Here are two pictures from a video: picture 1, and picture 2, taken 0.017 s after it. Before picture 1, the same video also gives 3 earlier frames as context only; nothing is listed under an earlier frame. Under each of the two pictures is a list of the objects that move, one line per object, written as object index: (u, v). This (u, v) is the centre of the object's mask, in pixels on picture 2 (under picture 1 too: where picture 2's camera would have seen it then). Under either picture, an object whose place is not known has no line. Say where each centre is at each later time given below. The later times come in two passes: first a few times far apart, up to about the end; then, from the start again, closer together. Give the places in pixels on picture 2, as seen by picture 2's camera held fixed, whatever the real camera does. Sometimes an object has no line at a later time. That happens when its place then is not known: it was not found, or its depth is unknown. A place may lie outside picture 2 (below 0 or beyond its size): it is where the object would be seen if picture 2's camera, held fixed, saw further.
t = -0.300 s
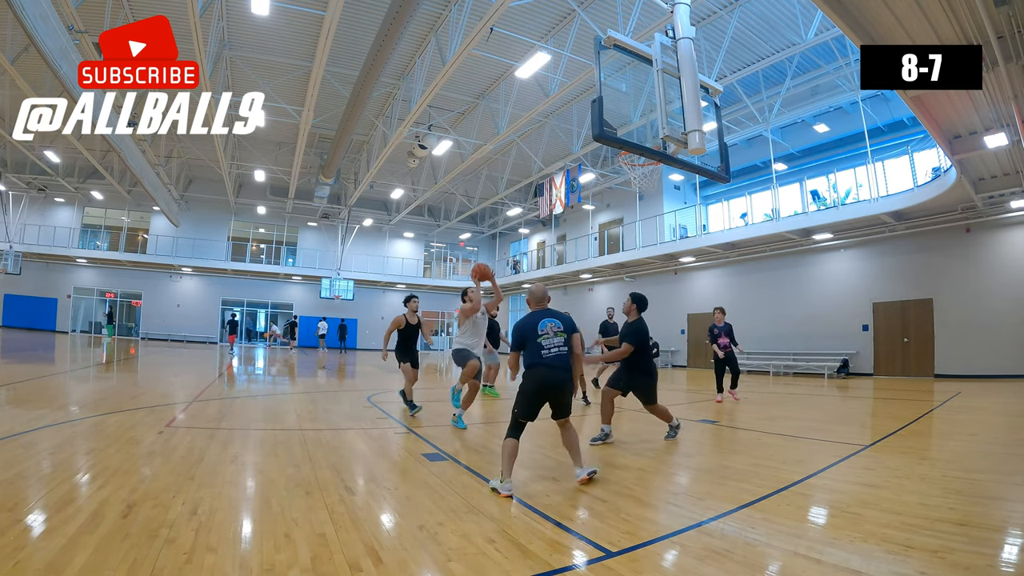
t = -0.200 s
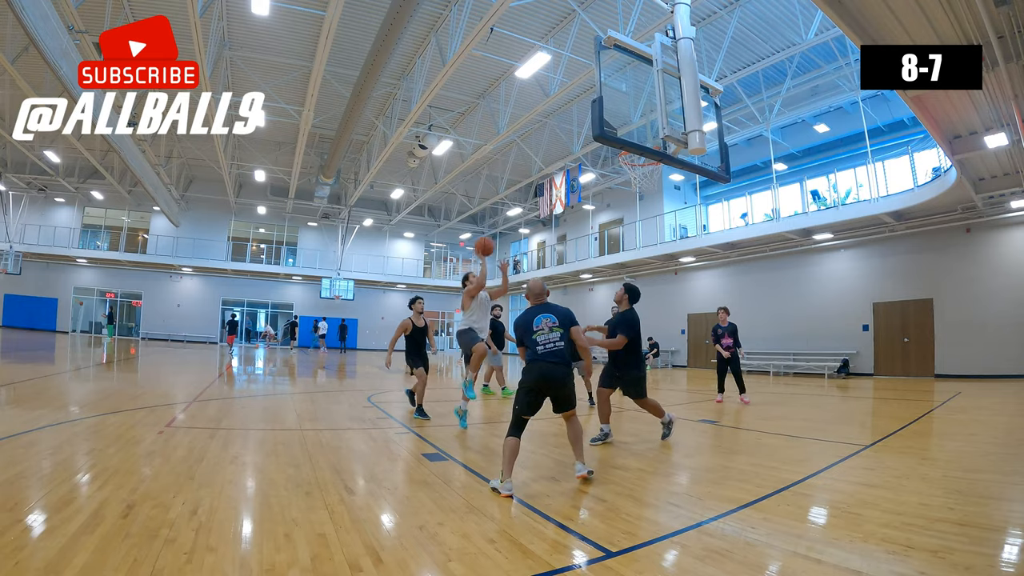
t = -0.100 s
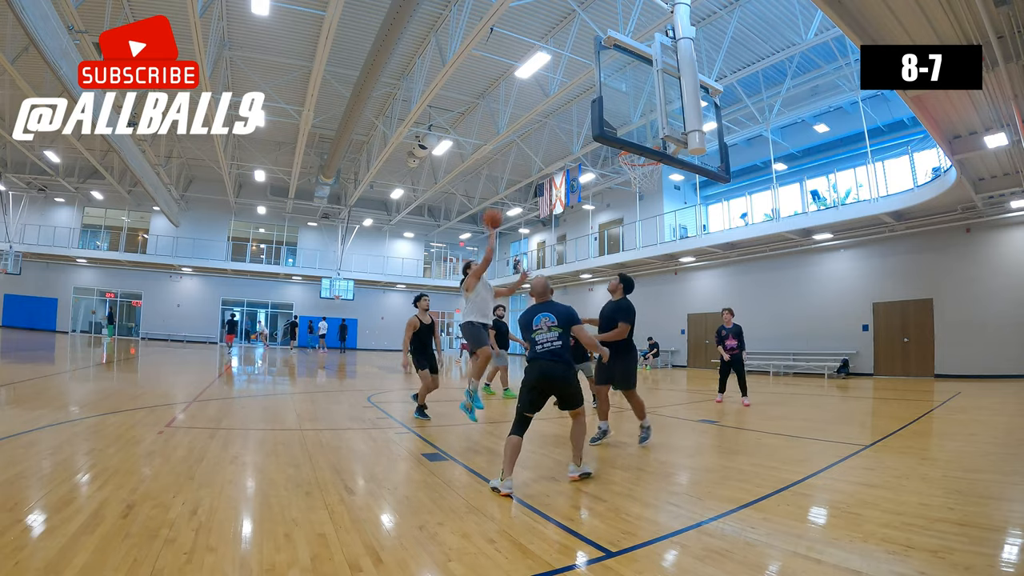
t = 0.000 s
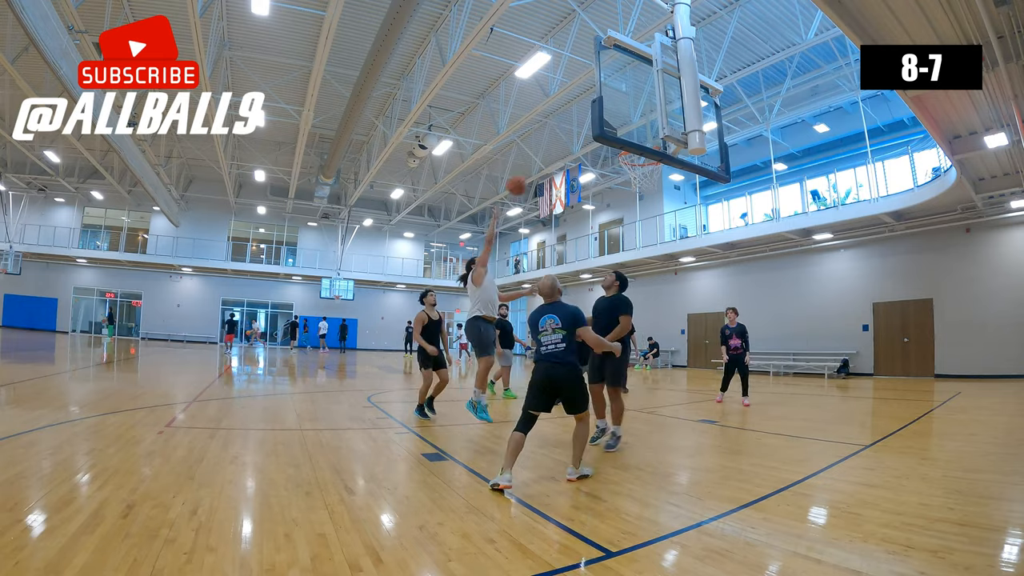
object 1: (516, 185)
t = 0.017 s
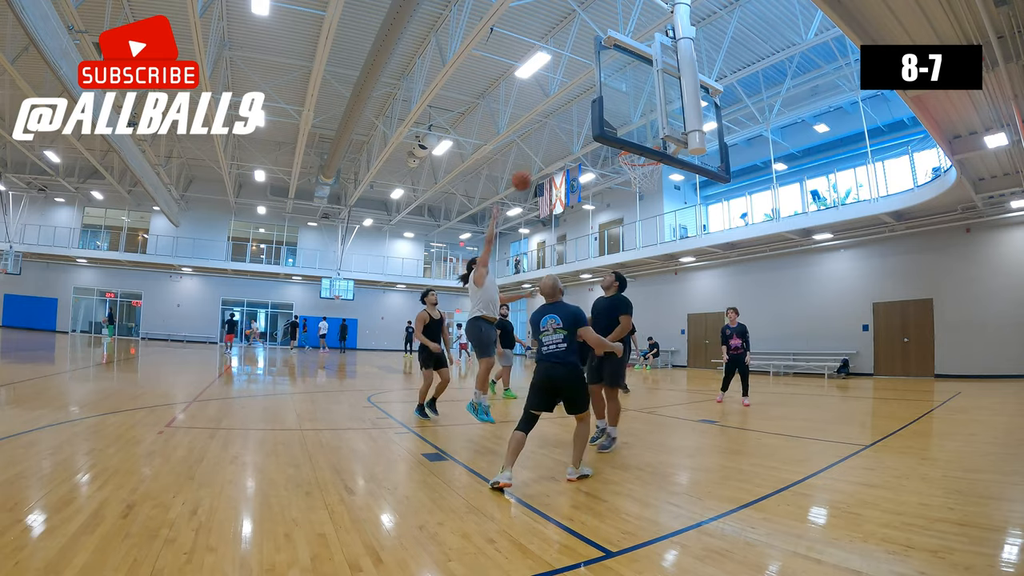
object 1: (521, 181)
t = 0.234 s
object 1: (583, 134)
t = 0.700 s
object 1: (634, 172)
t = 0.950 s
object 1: (634, 171)
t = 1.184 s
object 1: (651, 188)
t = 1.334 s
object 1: (659, 223)
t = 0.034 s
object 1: (525, 175)
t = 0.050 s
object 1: (530, 171)
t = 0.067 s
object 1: (535, 166)
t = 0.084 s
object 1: (540, 163)
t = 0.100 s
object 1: (544, 158)
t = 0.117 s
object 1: (549, 154)
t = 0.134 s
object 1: (554, 151)
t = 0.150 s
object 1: (558, 148)
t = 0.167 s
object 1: (563, 145)
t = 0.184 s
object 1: (568, 141)
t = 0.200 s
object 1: (573, 139)
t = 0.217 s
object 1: (578, 136)
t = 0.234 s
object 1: (583, 134)
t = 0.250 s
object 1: (585, 132)
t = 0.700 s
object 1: (634, 172)
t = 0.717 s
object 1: (631, 172)
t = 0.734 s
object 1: (631, 176)
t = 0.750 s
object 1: (629, 178)
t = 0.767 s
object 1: (628, 179)
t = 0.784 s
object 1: (628, 178)
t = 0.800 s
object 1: (628, 177)
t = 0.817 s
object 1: (628, 176)
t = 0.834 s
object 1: (628, 175)
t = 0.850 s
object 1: (628, 174)
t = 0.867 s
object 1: (629, 174)
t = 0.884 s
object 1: (629, 174)
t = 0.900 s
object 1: (630, 174)
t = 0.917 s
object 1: (630, 174)
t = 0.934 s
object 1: (632, 174)
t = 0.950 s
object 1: (634, 171)
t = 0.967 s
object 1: (634, 173)
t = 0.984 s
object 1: (636, 173)
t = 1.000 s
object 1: (637, 173)
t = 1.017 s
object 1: (639, 173)
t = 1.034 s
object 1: (641, 174)
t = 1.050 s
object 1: (641, 175)
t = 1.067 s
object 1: (642, 175)
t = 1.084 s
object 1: (645, 177)
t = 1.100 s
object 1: (646, 180)
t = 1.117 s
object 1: (647, 180)
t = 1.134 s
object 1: (648, 184)
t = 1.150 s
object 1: (649, 184)
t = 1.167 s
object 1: (650, 187)
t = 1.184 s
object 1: (651, 188)
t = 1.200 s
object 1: (651, 191)
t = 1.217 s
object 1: (652, 194)
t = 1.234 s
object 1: (653, 197)
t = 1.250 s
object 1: (654, 201)
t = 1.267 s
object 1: (655, 205)
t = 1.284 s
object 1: (656, 209)
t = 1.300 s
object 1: (657, 214)
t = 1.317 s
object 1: (658, 218)
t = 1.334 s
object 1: (659, 223)
